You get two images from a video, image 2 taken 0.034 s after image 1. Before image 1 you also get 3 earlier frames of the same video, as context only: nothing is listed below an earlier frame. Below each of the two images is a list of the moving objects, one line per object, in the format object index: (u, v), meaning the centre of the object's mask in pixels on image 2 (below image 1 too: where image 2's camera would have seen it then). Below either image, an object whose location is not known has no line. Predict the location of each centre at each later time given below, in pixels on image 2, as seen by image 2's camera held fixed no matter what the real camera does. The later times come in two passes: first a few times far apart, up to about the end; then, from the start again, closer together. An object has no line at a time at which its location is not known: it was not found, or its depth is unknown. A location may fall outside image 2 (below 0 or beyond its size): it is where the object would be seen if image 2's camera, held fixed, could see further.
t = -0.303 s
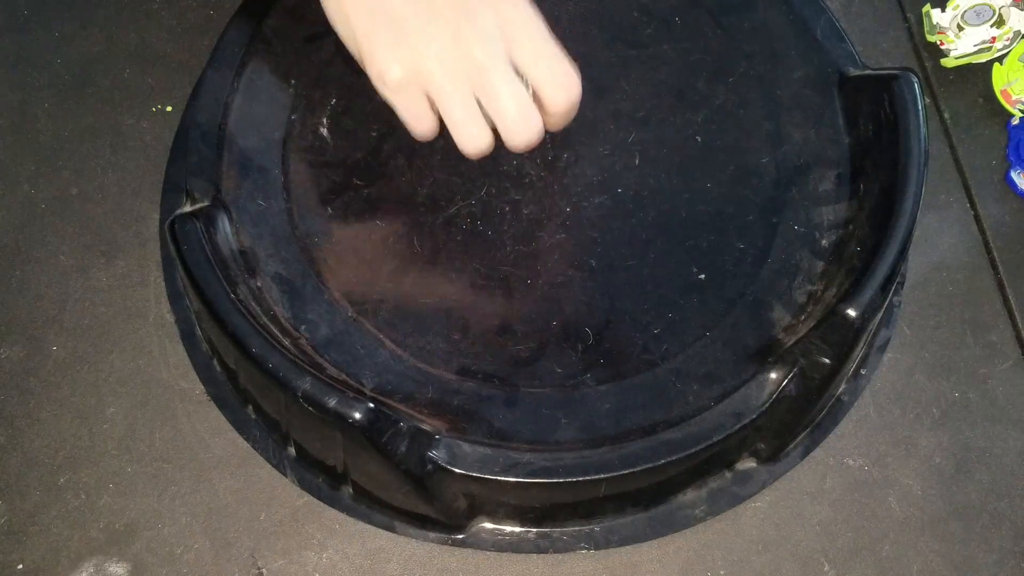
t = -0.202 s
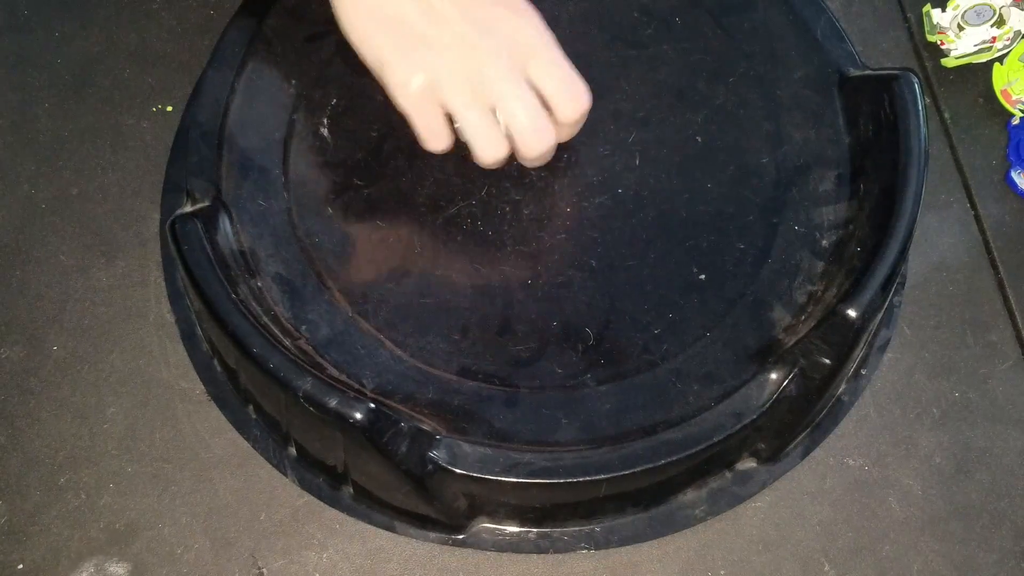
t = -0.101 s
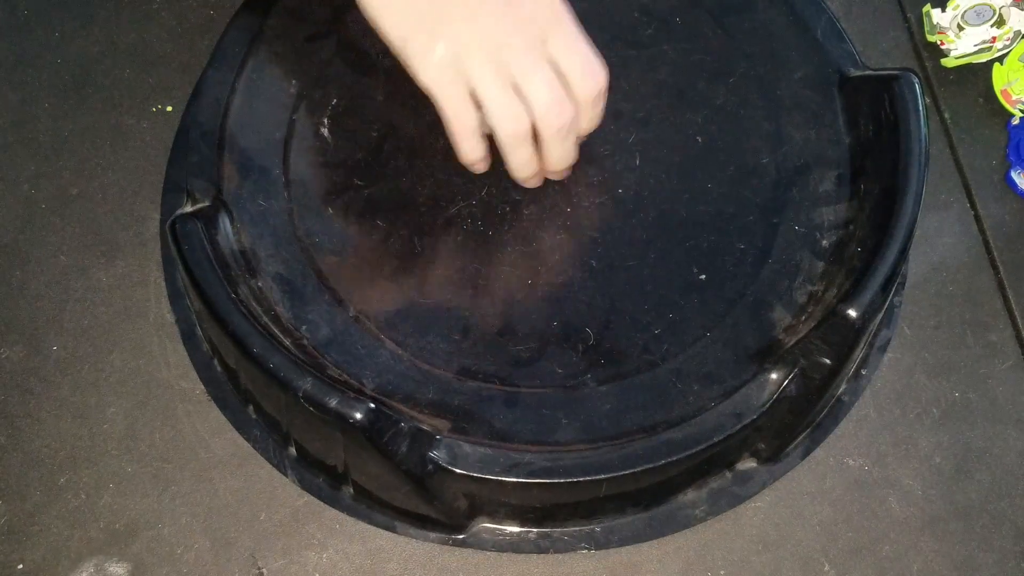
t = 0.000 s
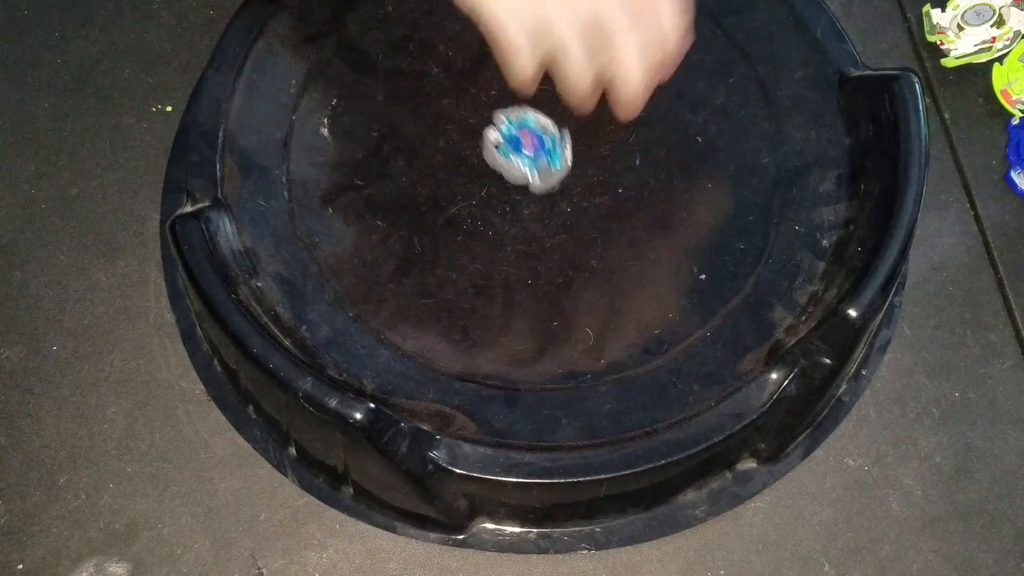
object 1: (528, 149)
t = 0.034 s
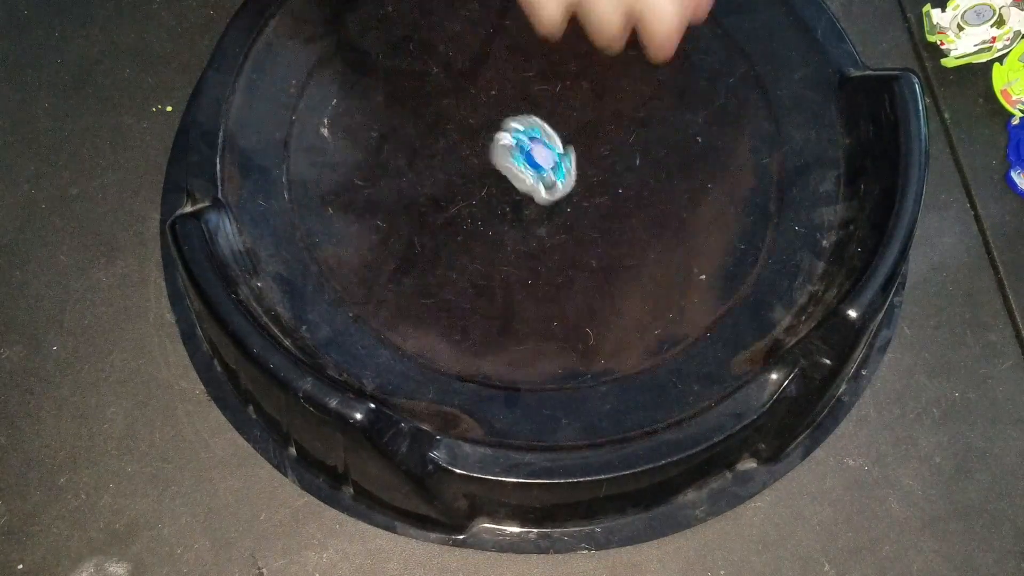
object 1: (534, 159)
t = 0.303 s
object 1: (523, 186)
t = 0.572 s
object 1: (525, 189)
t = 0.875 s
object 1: (526, 189)
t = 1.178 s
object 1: (526, 189)
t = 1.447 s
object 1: (524, 188)
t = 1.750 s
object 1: (526, 189)
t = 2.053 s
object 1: (525, 189)
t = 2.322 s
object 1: (525, 188)
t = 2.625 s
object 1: (525, 189)
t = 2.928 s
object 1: (526, 189)
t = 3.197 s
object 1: (526, 189)
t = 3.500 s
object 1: (526, 189)
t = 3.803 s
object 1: (526, 189)
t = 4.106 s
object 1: (526, 189)
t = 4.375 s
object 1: (526, 189)
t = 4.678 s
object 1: (526, 189)
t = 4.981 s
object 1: (526, 189)
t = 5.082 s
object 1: (525, 195)
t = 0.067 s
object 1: (539, 168)
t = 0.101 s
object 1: (539, 174)
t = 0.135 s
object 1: (537, 180)
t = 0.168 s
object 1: (532, 185)
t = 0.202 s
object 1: (526, 186)
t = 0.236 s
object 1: (522, 185)
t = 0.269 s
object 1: (522, 185)
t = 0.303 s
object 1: (523, 186)
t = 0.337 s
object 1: (525, 188)
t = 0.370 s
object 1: (528, 188)
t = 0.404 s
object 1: (529, 188)
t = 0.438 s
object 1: (528, 188)
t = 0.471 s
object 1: (526, 189)
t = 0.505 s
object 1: (523, 188)
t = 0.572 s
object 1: (525, 189)
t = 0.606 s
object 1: (527, 189)
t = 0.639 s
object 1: (527, 189)
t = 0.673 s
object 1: (526, 189)
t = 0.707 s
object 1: (524, 188)
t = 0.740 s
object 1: (524, 188)
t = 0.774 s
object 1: (525, 188)
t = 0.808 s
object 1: (526, 189)
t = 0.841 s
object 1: (527, 189)
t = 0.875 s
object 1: (526, 189)
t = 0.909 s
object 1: (525, 189)
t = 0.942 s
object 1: (525, 188)
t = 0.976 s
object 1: (524, 188)
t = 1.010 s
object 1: (524, 188)
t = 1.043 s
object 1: (524, 188)
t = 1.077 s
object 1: (525, 188)
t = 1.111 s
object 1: (525, 189)
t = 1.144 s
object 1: (526, 189)
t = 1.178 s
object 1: (526, 189)
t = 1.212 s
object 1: (526, 189)
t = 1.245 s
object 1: (525, 189)
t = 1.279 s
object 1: (525, 189)
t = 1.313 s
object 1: (525, 188)
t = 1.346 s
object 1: (524, 188)
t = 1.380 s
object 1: (524, 188)
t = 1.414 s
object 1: (524, 188)
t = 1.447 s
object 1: (524, 188)
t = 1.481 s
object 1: (525, 188)
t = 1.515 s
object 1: (525, 189)
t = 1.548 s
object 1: (526, 189)
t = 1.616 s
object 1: (526, 189)
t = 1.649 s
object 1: (525, 189)
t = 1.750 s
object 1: (526, 189)
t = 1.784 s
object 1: (526, 189)
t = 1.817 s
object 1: (526, 189)
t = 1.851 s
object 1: (526, 189)
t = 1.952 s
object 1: (526, 189)
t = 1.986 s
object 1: (526, 189)
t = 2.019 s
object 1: (526, 189)
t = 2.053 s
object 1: (525, 189)
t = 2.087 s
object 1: (525, 189)
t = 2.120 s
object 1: (524, 188)
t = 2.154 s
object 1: (524, 188)
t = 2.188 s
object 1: (524, 188)
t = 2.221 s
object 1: (524, 188)
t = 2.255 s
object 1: (524, 188)
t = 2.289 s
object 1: (524, 188)
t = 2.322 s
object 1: (525, 188)
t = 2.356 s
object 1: (525, 189)
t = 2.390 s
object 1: (526, 189)
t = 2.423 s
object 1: (526, 189)
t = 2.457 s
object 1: (526, 189)
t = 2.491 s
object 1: (525, 189)
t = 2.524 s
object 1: (525, 189)
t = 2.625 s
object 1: (525, 189)
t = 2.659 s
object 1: (526, 189)
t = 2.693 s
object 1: (526, 189)
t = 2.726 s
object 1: (526, 189)
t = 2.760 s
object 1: (525, 189)
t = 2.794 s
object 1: (525, 189)
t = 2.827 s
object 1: (525, 189)
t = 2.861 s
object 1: (526, 189)
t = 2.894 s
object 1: (526, 189)
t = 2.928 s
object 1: (526, 189)
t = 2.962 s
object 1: (526, 189)
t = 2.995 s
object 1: (525, 189)
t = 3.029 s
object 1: (525, 189)
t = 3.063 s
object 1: (526, 189)
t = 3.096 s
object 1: (526, 189)
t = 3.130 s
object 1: (526, 189)
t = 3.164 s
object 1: (526, 189)
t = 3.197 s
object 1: (526, 189)
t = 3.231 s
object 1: (526, 189)
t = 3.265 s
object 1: (526, 189)
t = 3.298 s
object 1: (526, 189)
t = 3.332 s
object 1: (526, 189)
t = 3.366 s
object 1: (526, 189)
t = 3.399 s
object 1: (526, 189)
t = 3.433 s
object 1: (526, 189)
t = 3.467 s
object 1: (526, 189)
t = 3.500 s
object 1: (526, 189)
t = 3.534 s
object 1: (526, 189)
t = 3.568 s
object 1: (526, 189)
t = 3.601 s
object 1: (526, 189)
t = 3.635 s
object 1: (526, 189)
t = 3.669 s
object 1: (526, 189)
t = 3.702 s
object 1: (526, 189)
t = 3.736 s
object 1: (526, 189)
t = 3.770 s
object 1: (526, 189)
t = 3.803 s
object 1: (526, 189)
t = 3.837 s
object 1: (526, 189)
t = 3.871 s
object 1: (526, 189)
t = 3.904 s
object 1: (526, 189)
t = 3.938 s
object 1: (526, 189)
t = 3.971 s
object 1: (526, 189)
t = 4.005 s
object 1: (526, 189)
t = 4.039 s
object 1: (526, 189)
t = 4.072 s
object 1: (526, 189)
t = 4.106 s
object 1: (526, 189)
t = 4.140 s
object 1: (526, 189)
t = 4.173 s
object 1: (526, 189)
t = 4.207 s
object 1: (526, 189)
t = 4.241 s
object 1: (526, 189)
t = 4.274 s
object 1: (526, 189)
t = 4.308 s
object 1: (526, 189)
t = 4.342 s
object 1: (526, 189)
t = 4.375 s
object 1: (526, 189)
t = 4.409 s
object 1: (526, 189)
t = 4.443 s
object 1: (526, 189)
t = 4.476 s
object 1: (526, 189)
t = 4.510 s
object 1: (526, 189)
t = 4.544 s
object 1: (526, 189)
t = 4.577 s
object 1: (526, 189)
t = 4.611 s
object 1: (526, 189)
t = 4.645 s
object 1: (526, 189)
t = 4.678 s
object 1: (526, 189)
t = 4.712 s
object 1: (526, 189)
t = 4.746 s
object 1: (526, 189)
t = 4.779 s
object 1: (526, 189)
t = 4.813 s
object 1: (526, 189)
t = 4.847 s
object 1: (526, 189)
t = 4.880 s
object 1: (526, 189)
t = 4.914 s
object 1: (526, 189)
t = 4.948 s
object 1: (526, 189)
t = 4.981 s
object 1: (526, 189)
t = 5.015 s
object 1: (526, 190)
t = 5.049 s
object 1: (525, 192)
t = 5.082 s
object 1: (525, 195)
